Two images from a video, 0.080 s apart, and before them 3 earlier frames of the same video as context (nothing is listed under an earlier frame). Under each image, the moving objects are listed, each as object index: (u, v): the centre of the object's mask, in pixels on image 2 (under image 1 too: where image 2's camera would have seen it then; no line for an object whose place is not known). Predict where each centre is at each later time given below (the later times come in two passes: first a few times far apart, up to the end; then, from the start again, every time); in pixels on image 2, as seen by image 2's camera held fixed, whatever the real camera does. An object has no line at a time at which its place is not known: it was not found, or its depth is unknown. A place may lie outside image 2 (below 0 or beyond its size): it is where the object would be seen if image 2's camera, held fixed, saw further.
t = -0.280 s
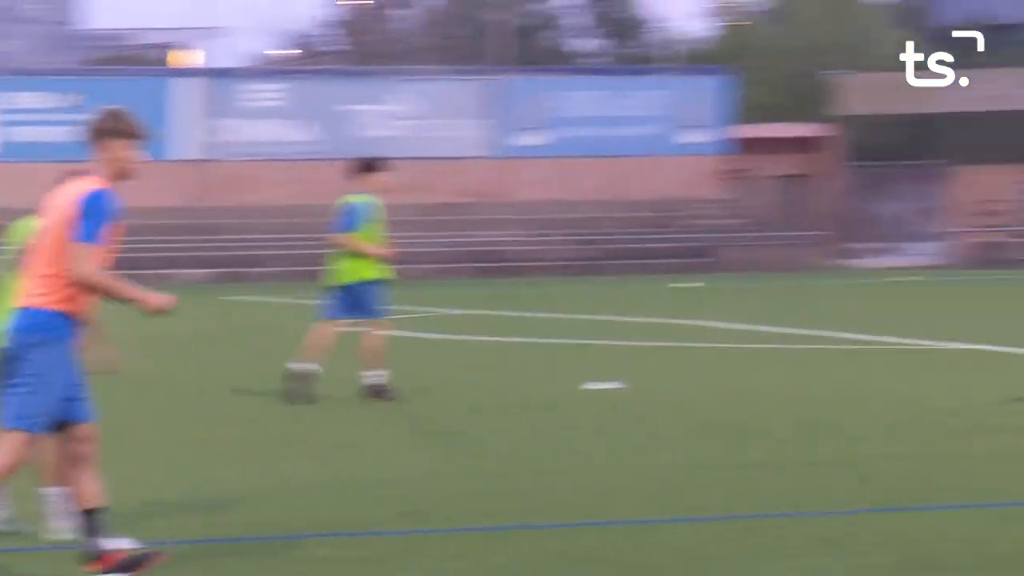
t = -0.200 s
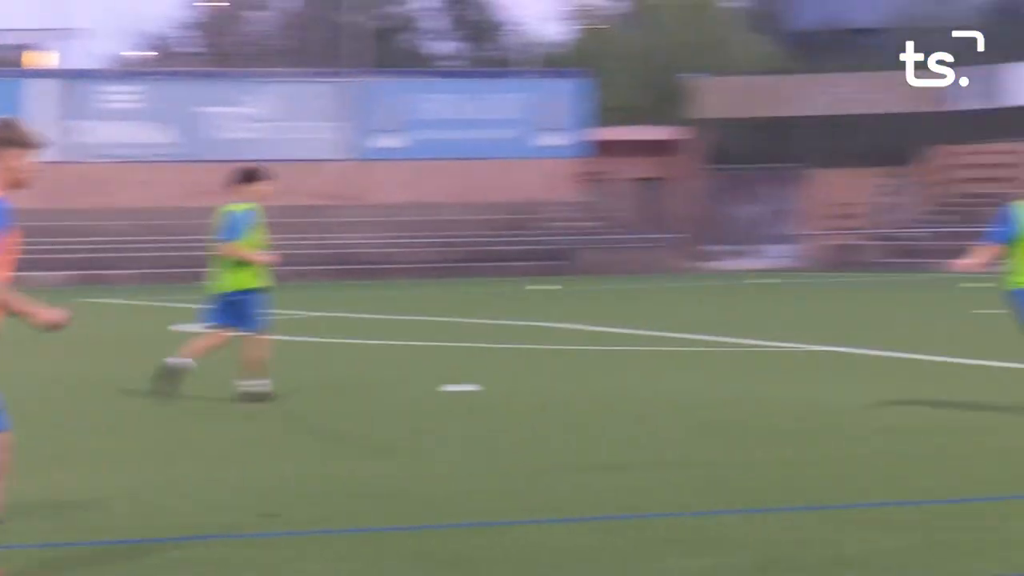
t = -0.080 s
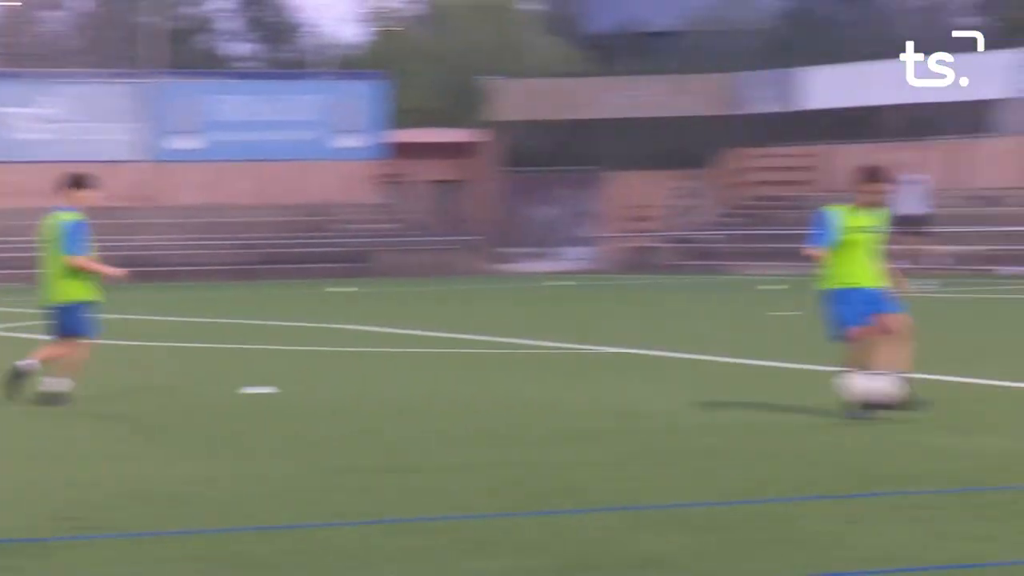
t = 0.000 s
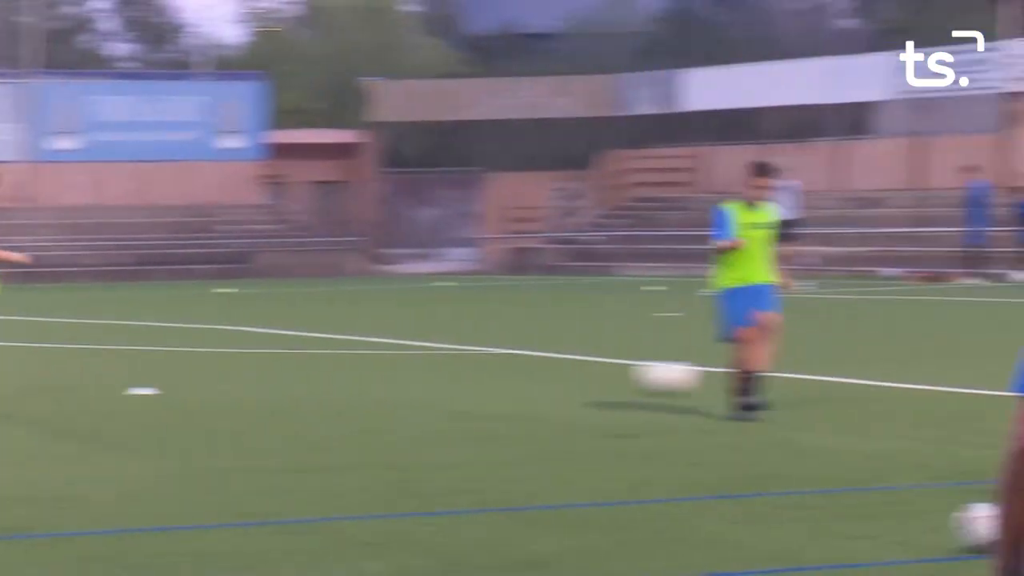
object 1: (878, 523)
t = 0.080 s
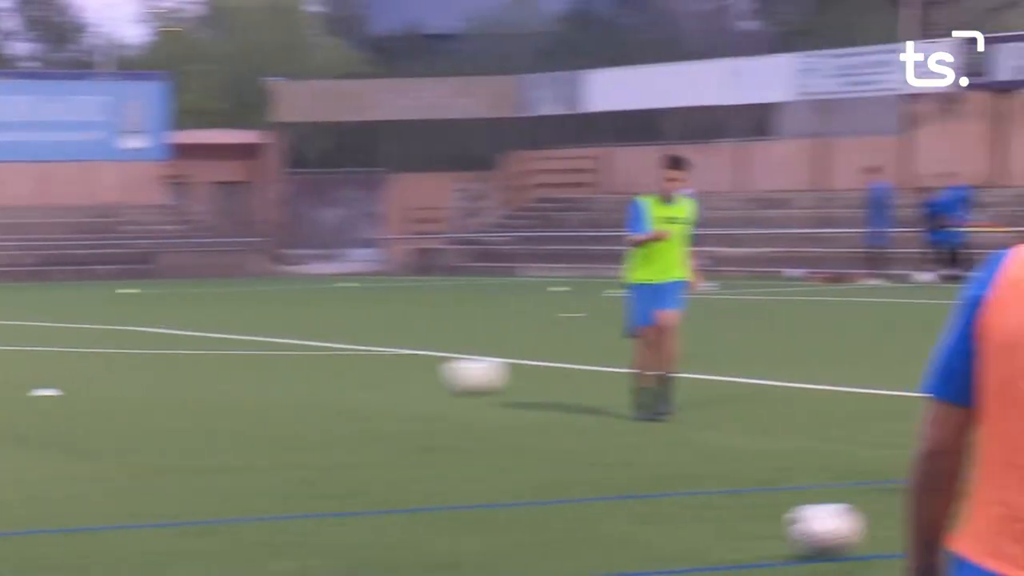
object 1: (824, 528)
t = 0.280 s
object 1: (646, 549)
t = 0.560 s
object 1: (428, 560)
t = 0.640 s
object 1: (376, 563)
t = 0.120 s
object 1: (785, 535)
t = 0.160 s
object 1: (749, 541)
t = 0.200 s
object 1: (714, 542)
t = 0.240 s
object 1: (682, 543)
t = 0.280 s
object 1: (646, 549)
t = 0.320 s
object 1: (612, 553)
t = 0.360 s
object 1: (578, 554)
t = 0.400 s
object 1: (549, 555)
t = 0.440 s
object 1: (517, 557)
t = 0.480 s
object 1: (486, 559)
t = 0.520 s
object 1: (457, 559)
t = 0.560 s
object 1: (428, 560)
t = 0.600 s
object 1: (400, 562)
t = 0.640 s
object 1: (376, 563)
